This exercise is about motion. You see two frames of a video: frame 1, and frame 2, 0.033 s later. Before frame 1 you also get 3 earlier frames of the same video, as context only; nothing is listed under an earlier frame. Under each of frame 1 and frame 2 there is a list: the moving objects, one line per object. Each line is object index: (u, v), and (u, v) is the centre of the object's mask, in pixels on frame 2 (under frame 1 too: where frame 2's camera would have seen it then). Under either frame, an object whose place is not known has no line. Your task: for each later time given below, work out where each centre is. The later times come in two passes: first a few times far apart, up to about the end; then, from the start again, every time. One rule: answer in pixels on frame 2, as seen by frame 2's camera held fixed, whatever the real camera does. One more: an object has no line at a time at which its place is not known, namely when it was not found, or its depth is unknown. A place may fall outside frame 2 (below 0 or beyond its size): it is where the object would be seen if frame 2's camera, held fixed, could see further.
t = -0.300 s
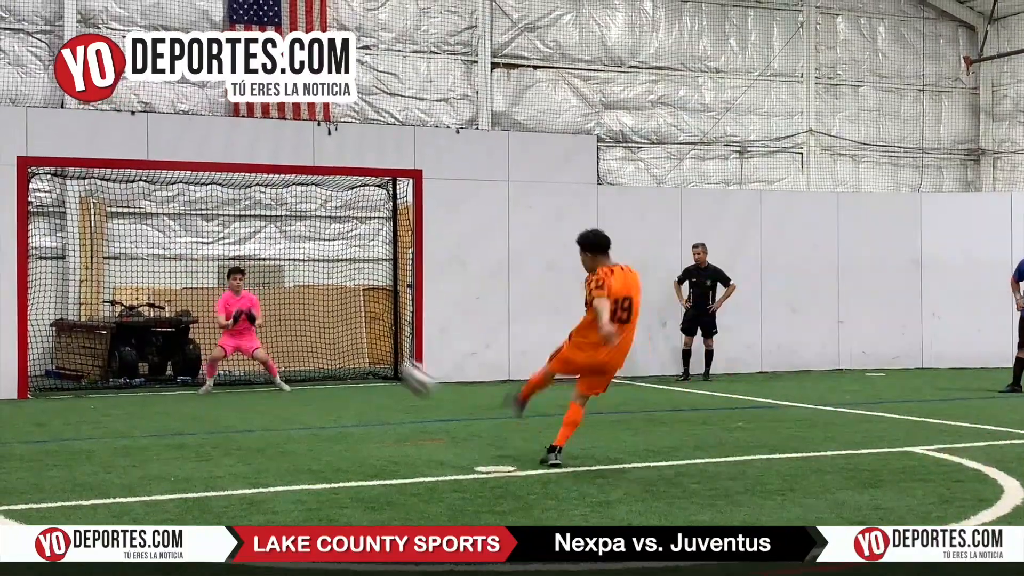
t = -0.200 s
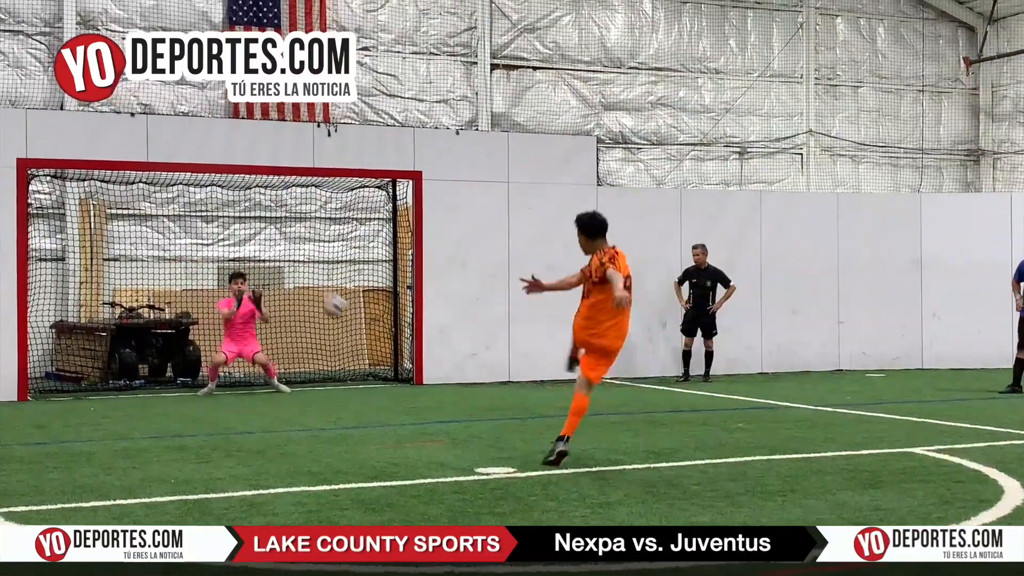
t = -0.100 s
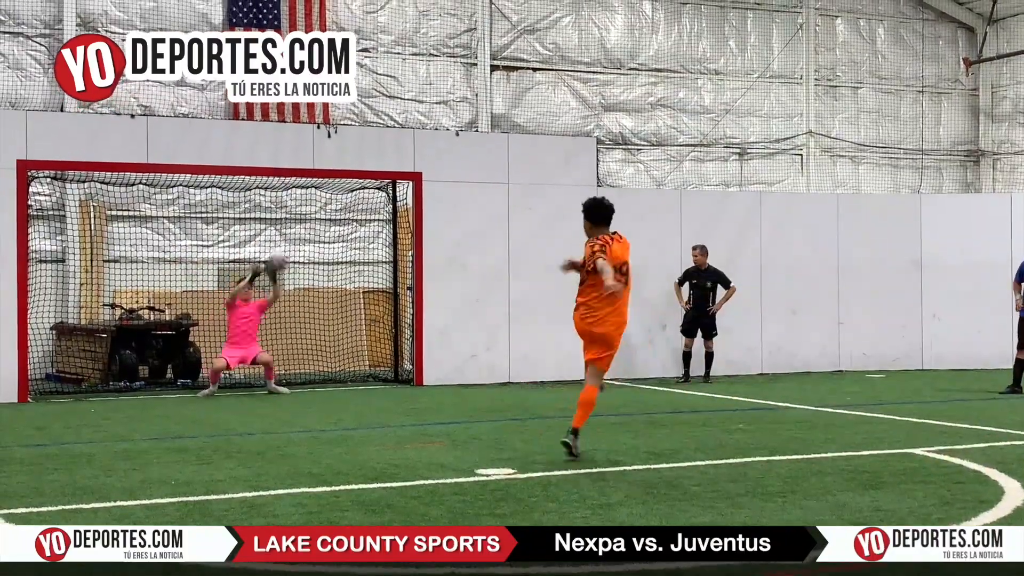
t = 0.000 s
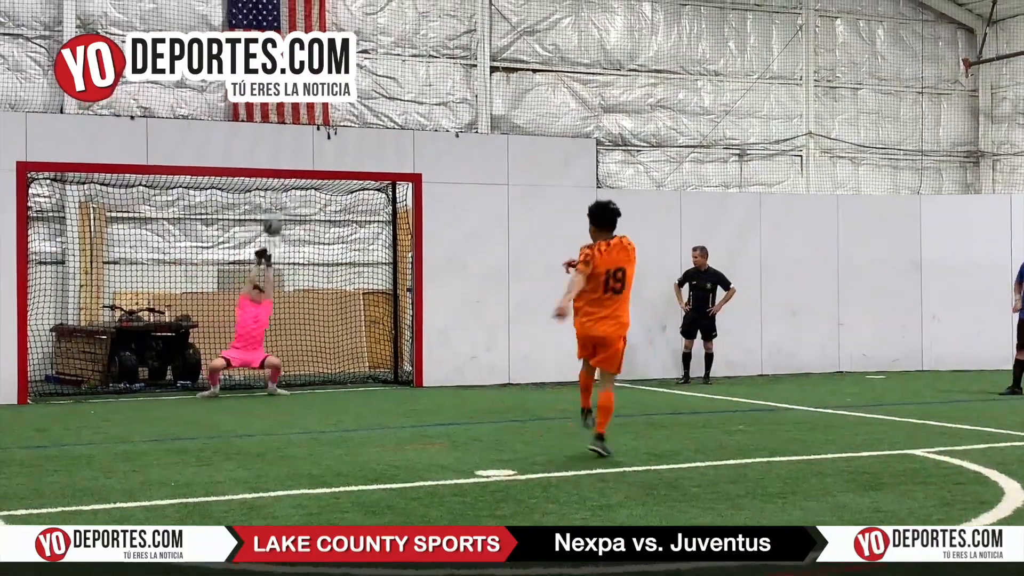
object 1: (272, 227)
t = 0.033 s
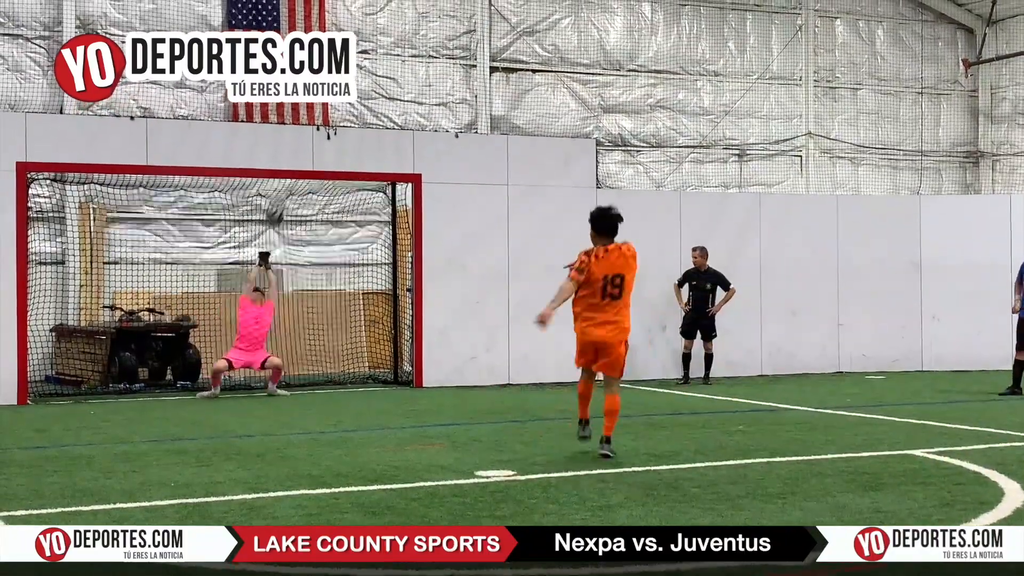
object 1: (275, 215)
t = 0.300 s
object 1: (314, 200)
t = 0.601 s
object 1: (342, 280)
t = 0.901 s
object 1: (361, 349)
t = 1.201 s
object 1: (354, 287)
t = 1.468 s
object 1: (350, 294)
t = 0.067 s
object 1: (281, 207)
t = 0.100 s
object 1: (288, 200)
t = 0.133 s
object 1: (294, 193)
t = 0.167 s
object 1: (300, 190)
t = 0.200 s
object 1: (304, 190)
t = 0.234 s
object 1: (307, 192)
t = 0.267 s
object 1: (311, 196)
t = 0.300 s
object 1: (314, 200)
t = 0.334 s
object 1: (317, 205)
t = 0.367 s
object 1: (320, 210)
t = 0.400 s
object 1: (321, 218)
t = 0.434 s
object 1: (327, 226)
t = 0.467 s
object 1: (330, 235)
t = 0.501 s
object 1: (332, 244)
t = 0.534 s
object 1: (336, 255)
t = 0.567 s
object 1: (339, 267)
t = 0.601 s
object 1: (342, 280)
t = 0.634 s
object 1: (346, 292)
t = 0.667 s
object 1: (350, 308)
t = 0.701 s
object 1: (352, 323)
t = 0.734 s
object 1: (356, 338)
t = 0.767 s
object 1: (360, 355)
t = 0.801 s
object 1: (362, 374)
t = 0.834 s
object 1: (363, 375)
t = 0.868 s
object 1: (363, 365)
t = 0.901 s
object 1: (361, 349)
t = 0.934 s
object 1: (361, 339)
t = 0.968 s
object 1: (361, 331)
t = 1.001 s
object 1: (358, 321)
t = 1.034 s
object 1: (359, 314)
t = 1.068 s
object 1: (357, 307)
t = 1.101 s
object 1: (355, 300)
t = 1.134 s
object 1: (356, 295)
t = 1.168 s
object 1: (355, 291)
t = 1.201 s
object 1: (354, 287)
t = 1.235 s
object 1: (354, 285)
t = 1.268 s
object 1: (353, 283)
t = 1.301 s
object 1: (353, 283)
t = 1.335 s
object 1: (352, 283)
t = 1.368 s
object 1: (351, 285)
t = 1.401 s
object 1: (350, 288)
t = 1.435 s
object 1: (350, 290)
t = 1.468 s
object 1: (350, 294)
